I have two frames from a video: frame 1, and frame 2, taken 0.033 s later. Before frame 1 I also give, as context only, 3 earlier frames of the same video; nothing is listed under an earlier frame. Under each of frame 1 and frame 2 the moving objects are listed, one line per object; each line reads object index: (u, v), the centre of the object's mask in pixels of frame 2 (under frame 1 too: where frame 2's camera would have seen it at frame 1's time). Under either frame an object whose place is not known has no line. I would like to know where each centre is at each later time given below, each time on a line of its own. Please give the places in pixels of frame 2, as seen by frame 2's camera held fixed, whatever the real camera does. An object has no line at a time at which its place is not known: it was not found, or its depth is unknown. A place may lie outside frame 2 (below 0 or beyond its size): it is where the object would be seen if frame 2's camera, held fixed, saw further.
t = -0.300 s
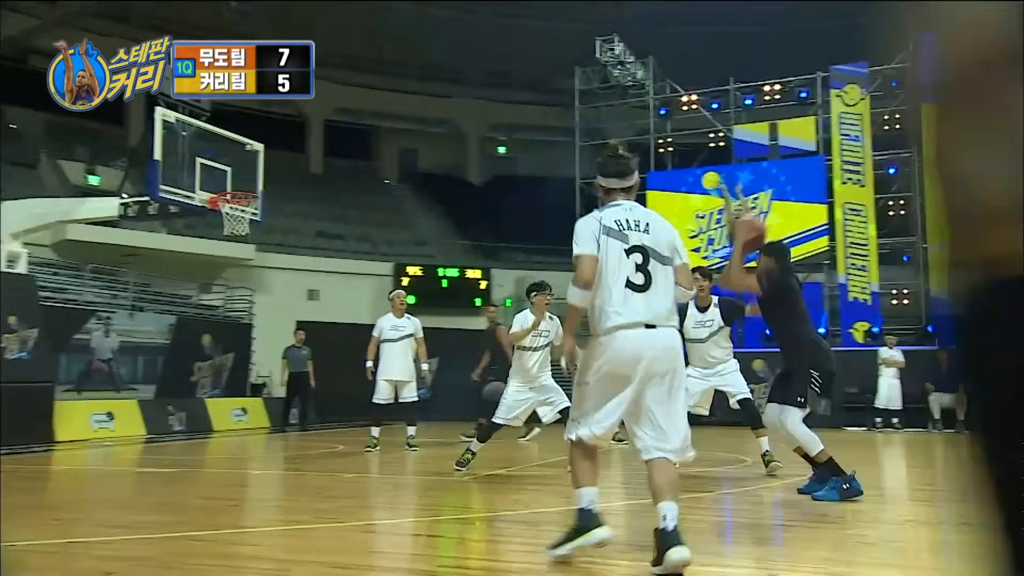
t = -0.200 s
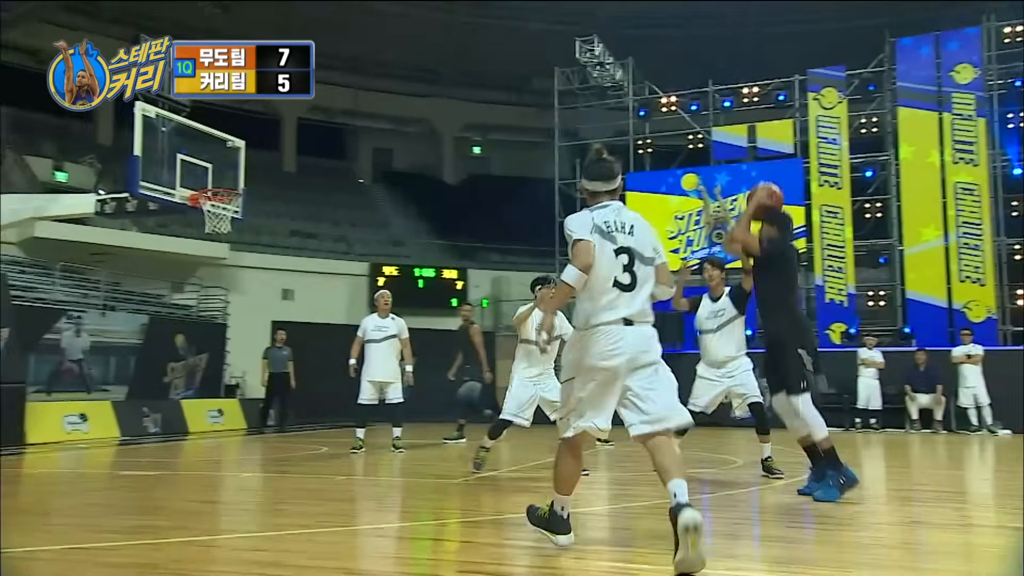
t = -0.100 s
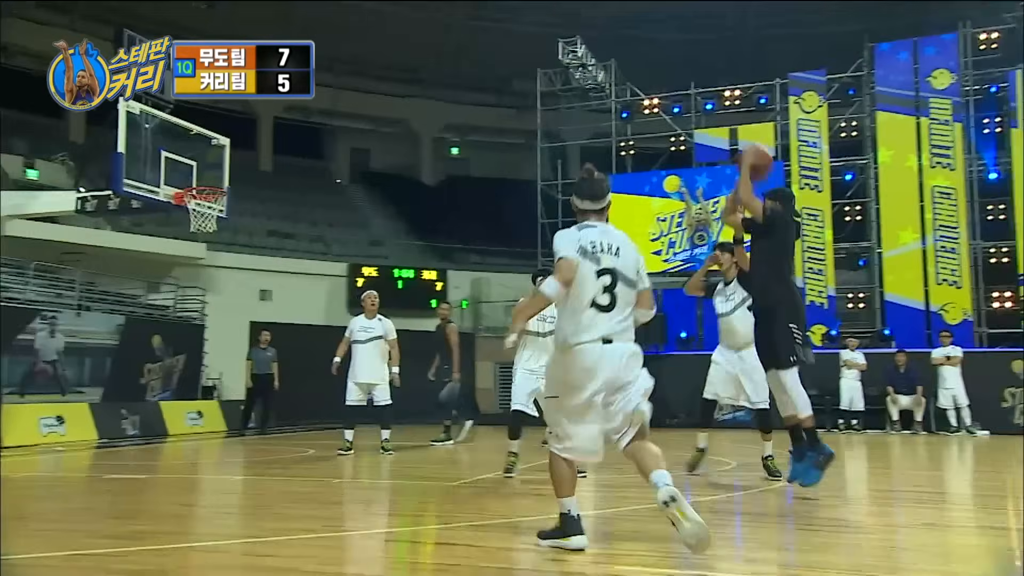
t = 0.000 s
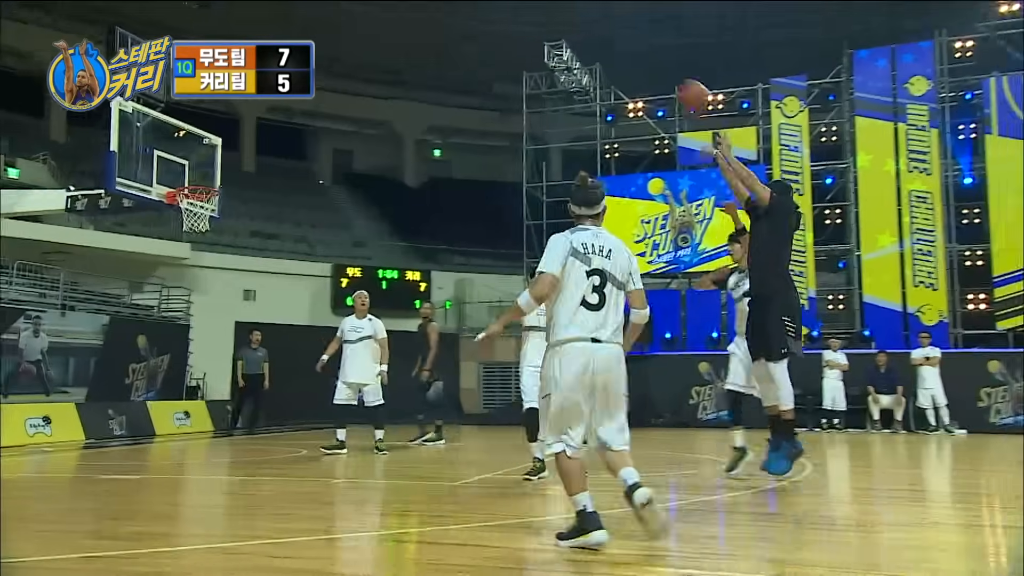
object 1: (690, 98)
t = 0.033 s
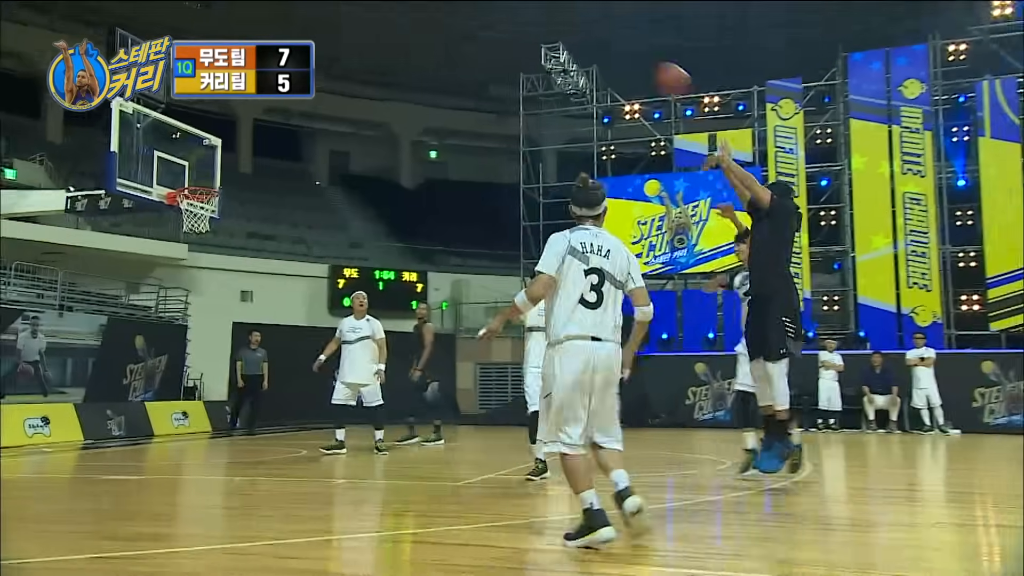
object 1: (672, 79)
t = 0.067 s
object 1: (655, 61)
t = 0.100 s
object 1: (637, 45)
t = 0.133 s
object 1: (619, 29)
